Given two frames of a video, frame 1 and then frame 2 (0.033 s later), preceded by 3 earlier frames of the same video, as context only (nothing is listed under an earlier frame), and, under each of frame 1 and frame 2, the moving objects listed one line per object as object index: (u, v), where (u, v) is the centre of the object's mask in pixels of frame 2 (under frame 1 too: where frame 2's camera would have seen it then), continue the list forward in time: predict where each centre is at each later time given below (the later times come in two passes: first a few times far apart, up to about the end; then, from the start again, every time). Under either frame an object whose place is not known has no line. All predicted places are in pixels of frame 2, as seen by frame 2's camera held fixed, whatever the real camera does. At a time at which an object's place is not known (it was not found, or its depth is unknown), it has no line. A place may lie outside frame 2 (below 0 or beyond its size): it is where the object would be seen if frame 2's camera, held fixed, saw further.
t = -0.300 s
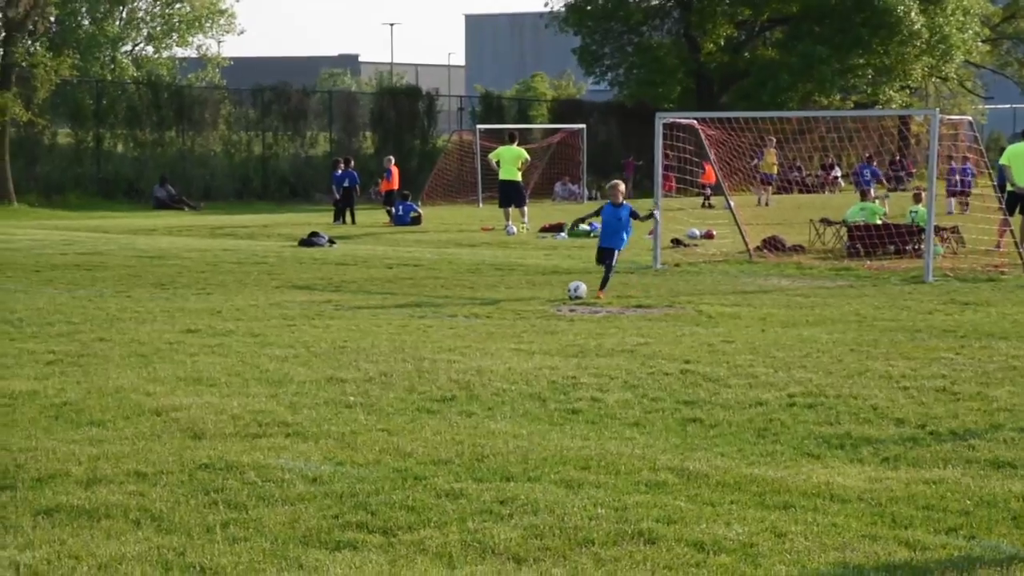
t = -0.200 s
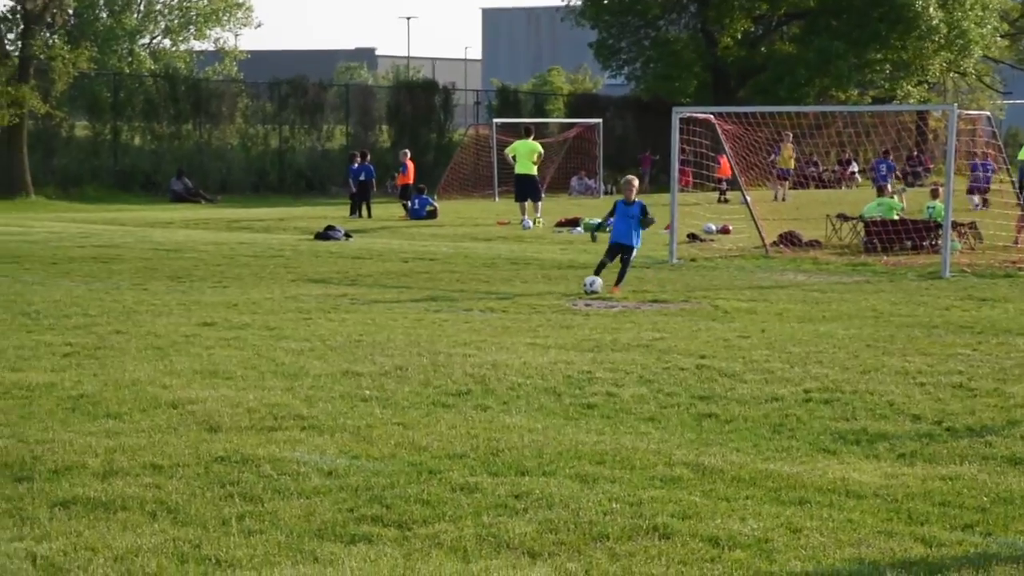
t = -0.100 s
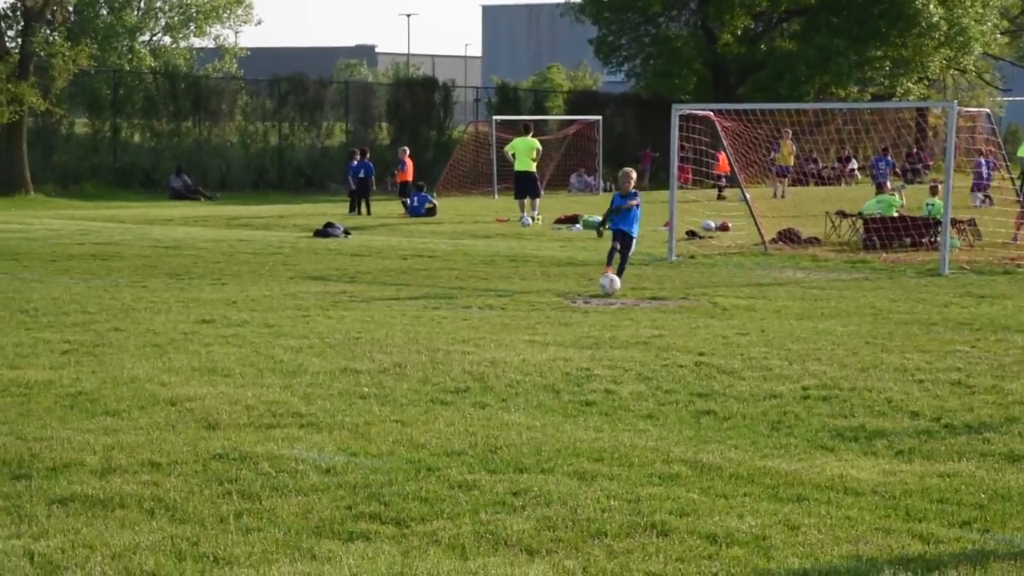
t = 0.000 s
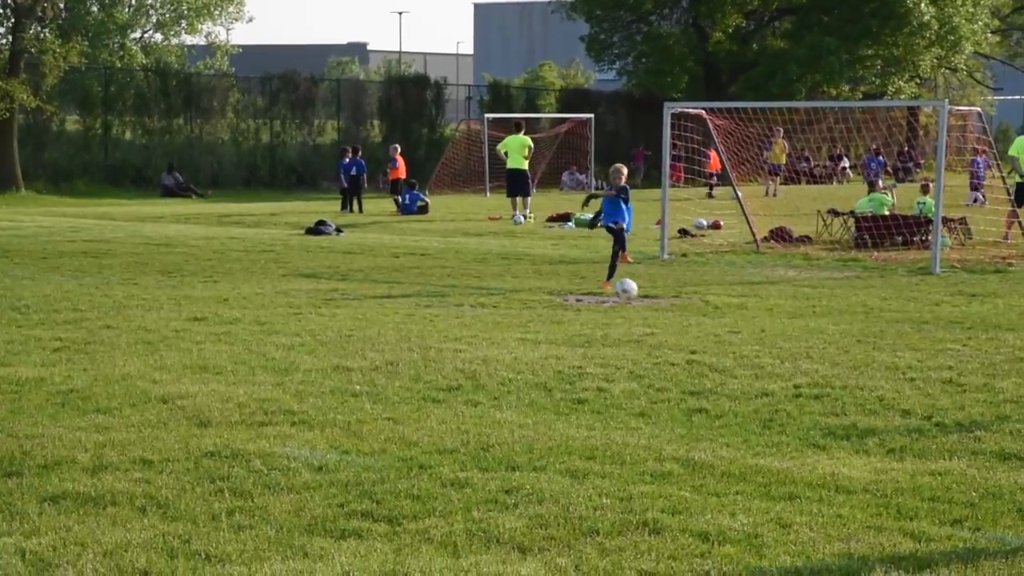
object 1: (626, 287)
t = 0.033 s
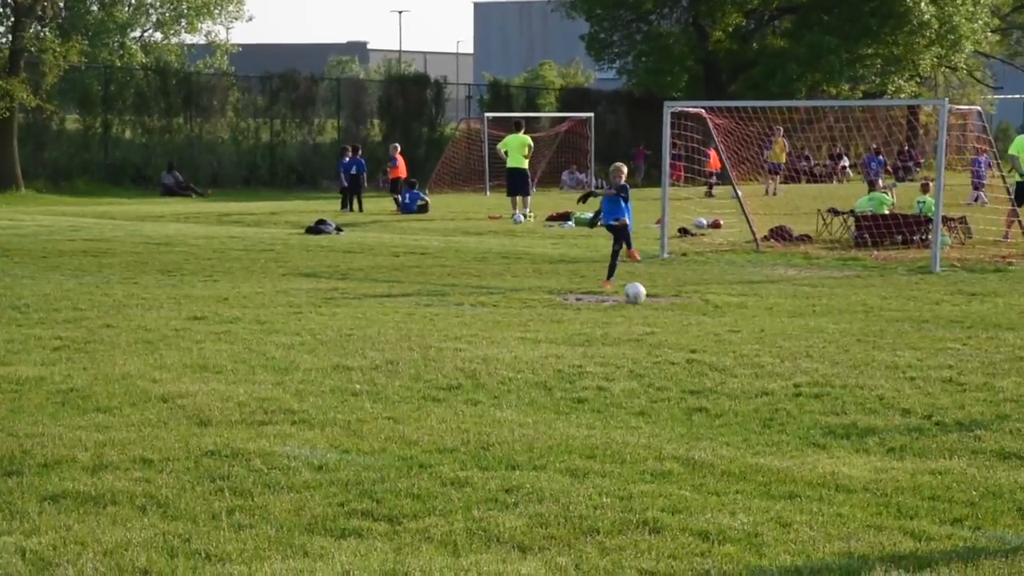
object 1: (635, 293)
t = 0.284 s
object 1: (694, 305)
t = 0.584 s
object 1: (771, 326)
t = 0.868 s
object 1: (858, 346)
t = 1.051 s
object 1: (926, 366)
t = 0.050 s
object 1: (638, 295)
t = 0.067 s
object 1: (643, 296)
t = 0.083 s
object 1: (647, 297)
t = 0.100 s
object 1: (650, 298)
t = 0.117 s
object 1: (654, 298)
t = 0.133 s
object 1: (658, 299)
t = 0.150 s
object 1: (662, 301)
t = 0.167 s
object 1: (667, 301)
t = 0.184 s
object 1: (670, 304)
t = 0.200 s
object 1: (675, 306)
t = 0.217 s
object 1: (679, 308)
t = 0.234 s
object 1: (683, 309)
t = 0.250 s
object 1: (686, 308)
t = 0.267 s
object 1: (690, 306)
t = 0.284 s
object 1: (694, 305)
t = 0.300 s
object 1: (699, 304)
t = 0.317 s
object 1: (702, 304)
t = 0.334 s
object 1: (706, 303)
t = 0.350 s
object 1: (710, 303)
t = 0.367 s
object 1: (714, 304)
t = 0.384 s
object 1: (718, 304)
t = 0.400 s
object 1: (722, 305)
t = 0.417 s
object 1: (727, 307)
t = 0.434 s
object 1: (731, 308)
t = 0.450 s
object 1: (735, 311)
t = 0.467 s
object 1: (740, 314)
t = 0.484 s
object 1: (744, 318)
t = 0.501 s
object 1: (749, 321)
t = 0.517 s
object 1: (753, 324)
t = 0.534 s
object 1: (757, 326)
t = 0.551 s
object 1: (762, 327)
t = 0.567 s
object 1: (766, 326)
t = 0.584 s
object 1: (771, 326)
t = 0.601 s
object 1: (776, 325)
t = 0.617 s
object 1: (780, 325)
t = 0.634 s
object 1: (785, 324)
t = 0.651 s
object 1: (790, 325)
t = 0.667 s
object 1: (795, 326)
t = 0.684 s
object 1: (799, 327)
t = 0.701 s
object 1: (804, 328)
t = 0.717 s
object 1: (810, 330)
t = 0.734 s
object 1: (815, 332)
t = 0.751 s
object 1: (819, 335)
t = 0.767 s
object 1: (825, 338)
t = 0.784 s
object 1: (831, 340)
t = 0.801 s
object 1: (836, 343)
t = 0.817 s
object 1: (841, 344)
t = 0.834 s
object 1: (847, 345)
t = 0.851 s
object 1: (853, 345)
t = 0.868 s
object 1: (858, 346)
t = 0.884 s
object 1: (864, 345)
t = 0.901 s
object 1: (870, 345)
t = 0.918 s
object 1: (876, 346)
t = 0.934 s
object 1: (882, 347)
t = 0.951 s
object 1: (888, 349)
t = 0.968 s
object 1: (894, 352)
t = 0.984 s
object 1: (900, 354)
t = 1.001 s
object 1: (906, 357)
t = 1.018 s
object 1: (913, 359)
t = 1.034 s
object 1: (919, 364)
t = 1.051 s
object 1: (926, 366)
